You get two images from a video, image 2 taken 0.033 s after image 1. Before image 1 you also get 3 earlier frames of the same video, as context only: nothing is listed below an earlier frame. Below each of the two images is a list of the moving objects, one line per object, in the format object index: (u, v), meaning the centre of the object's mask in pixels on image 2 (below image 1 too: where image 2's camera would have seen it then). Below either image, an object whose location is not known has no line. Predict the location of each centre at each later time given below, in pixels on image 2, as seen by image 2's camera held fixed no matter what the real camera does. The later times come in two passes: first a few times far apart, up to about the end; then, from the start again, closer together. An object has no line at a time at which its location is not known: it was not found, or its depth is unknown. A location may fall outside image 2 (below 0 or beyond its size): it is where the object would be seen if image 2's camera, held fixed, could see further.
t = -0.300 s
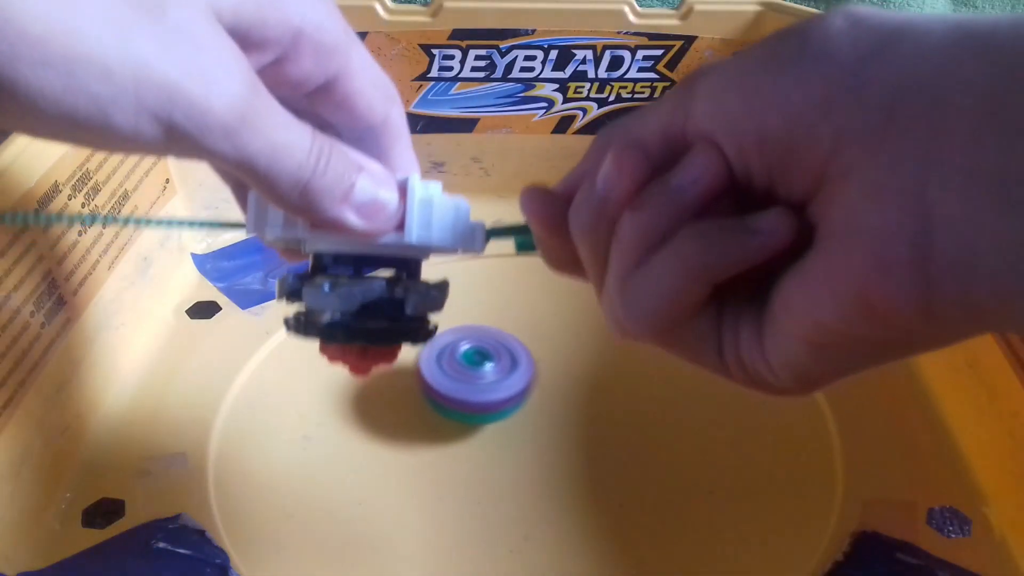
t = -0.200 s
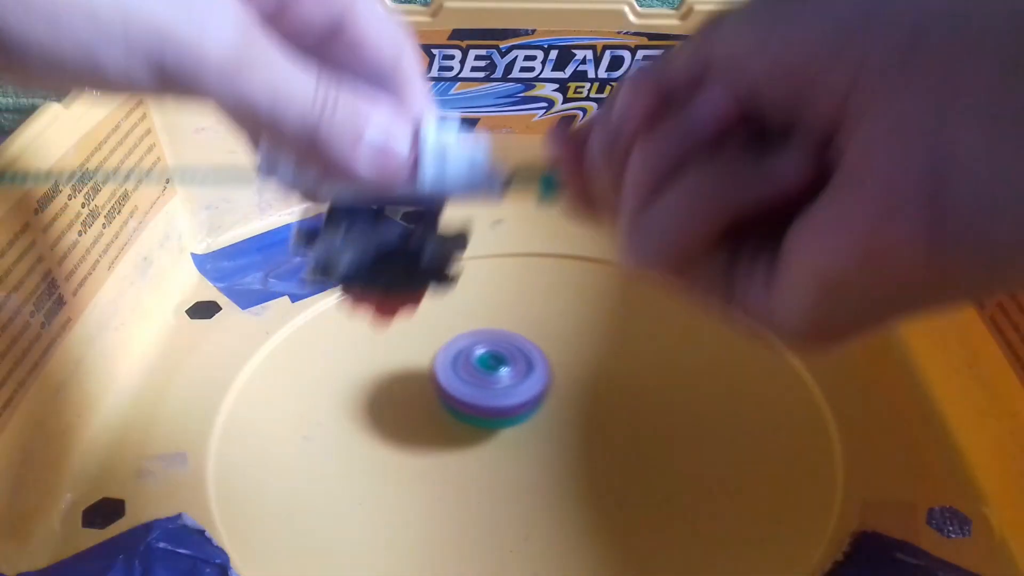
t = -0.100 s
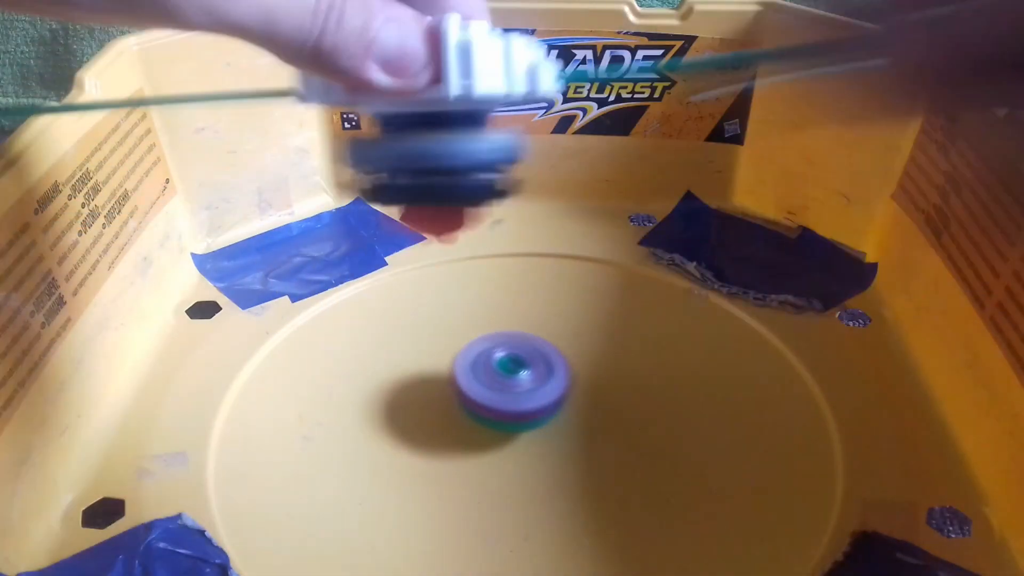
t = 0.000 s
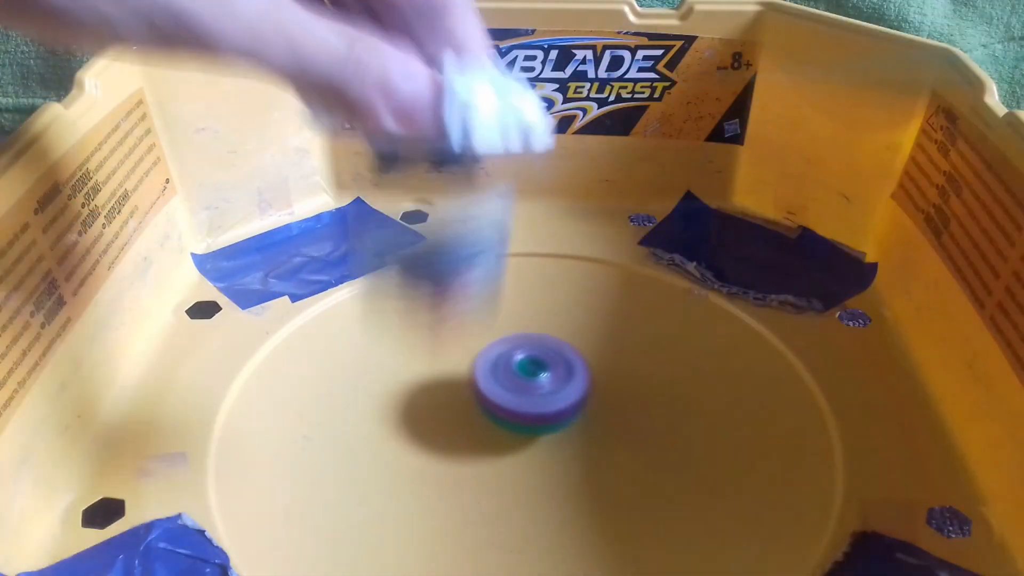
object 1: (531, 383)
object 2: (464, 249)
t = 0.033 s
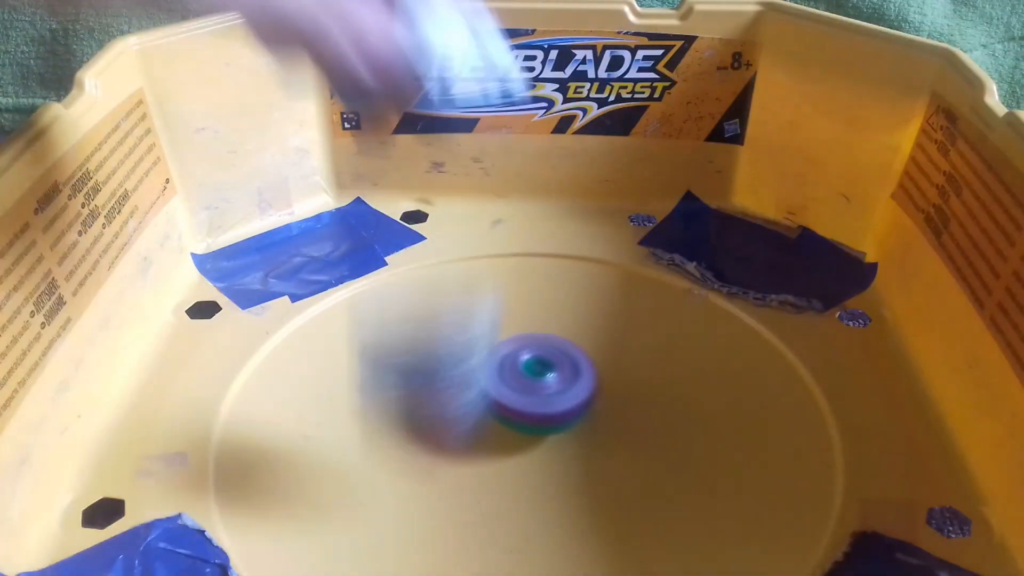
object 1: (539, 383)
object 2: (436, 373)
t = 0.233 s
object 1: (585, 391)
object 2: (446, 435)
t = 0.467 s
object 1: (594, 397)
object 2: (452, 396)
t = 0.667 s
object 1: (582, 395)
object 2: (408, 377)
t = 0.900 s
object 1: (544, 411)
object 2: (321, 386)
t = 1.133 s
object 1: (535, 447)
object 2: (235, 432)
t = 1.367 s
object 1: (596, 452)
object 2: (408, 456)
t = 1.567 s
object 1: (663, 398)
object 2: (365, 326)
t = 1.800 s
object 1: (560, 371)
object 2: (302, 331)
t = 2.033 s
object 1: (543, 419)
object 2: (340, 400)
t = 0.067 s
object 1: (544, 383)
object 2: (423, 462)
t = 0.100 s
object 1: (554, 370)
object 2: (427, 440)
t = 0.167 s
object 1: (572, 385)
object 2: (437, 445)
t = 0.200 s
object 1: (580, 388)
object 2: (441, 439)
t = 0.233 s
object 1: (585, 391)
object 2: (446, 435)
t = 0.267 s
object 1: (590, 394)
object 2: (450, 429)
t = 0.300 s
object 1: (592, 396)
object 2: (454, 423)
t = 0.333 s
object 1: (593, 398)
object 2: (457, 418)
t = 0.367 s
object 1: (594, 398)
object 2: (459, 412)
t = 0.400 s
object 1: (594, 398)
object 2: (458, 407)
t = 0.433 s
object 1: (594, 398)
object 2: (456, 401)
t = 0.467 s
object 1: (594, 397)
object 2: (452, 396)
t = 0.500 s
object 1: (594, 397)
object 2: (448, 392)
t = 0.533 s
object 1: (594, 397)
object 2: (442, 387)
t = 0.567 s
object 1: (592, 396)
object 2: (435, 384)
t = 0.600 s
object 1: (589, 395)
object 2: (427, 383)
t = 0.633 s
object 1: (587, 395)
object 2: (418, 379)
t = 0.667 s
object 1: (582, 395)
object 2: (408, 377)
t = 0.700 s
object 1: (577, 395)
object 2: (398, 379)
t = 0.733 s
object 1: (573, 397)
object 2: (387, 379)
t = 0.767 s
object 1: (567, 399)
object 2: (375, 379)
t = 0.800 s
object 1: (561, 401)
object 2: (363, 380)
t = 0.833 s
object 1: (554, 403)
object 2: (350, 382)
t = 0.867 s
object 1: (549, 407)
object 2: (336, 384)
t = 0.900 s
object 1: (544, 411)
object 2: (321, 386)
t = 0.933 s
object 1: (541, 415)
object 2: (305, 390)
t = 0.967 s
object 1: (538, 420)
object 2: (289, 391)
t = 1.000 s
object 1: (535, 425)
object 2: (272, 396)
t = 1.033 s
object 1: (533, 431)
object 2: (255, 400)
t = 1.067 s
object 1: (533, 436)
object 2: (240, 406)
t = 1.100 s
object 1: (534, 442)
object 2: (228, 416)
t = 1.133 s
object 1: (535, 447)
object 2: (235, 432)
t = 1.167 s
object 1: (537, 452)
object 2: (249, 453)
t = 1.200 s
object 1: (539, 455)
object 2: (270, 473)
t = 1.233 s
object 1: (542, 457)
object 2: (303, 487)
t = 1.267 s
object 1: (545, 458)
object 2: (343, 490)
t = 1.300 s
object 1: (547, 459)
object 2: (385, 487)
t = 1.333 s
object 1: (561, 458)
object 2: (409, 474)
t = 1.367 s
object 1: (596, 452)
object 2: (408, 456)
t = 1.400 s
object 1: (624, 445)
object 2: (406, 435)
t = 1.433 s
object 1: (645, 435)
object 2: (403, 411)
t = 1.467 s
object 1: (659, 427)
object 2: (396, 387)
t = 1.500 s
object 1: (667, 416)
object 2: (388, 363)
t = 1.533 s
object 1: (667, 407)
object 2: (377, 344)
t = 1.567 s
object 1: (663, 398)
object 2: (365, 326)
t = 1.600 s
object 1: (655, 390)
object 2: (350, 308)
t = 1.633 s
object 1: (642, 382)
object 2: (335, 297)
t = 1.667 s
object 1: (627, 376)
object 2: (321, 291)
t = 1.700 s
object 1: (612, 372)
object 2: (307, 289)
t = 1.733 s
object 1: (595, 370)
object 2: (301, 297)
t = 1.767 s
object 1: (577, 370)
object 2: (301, 312)
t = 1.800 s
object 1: (560, 371)
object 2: (302, 331)
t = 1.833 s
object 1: (543, 375)
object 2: (303, 352)
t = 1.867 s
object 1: (525, 380)
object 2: (305, 367)
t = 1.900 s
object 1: (510, 387)
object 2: (312, 382)
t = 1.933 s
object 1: (497, 394)
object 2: (330, 394)
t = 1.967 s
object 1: (487, 402)
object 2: (352, 402)
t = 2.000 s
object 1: (511, 411)
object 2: (349, 403)
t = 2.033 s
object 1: (543, 419)
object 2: (340, 400)
